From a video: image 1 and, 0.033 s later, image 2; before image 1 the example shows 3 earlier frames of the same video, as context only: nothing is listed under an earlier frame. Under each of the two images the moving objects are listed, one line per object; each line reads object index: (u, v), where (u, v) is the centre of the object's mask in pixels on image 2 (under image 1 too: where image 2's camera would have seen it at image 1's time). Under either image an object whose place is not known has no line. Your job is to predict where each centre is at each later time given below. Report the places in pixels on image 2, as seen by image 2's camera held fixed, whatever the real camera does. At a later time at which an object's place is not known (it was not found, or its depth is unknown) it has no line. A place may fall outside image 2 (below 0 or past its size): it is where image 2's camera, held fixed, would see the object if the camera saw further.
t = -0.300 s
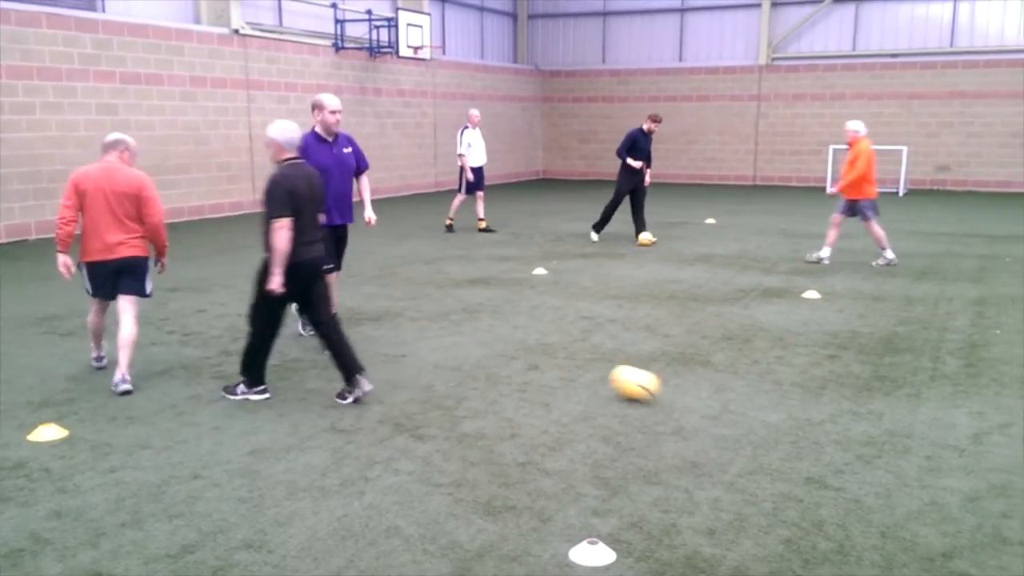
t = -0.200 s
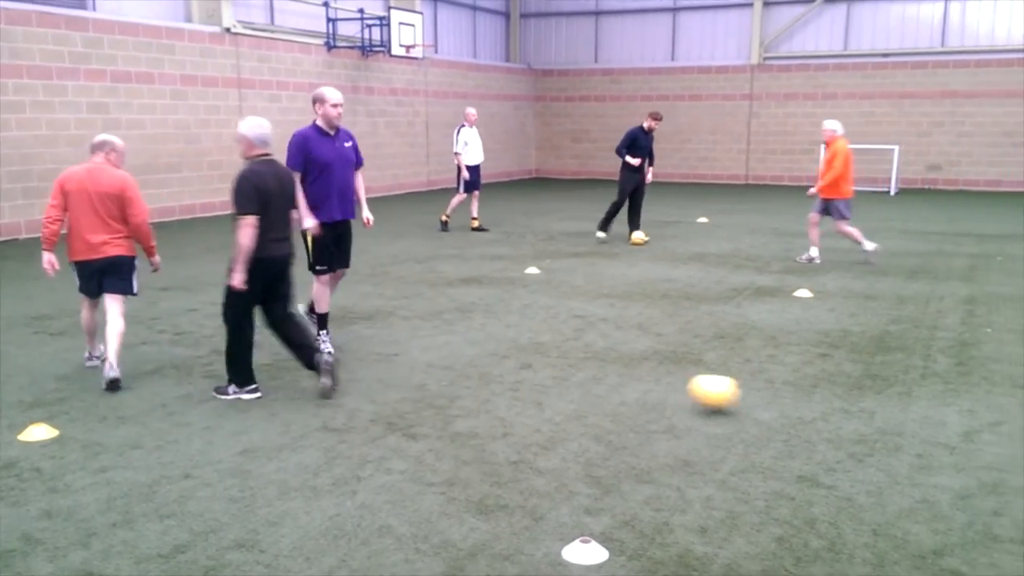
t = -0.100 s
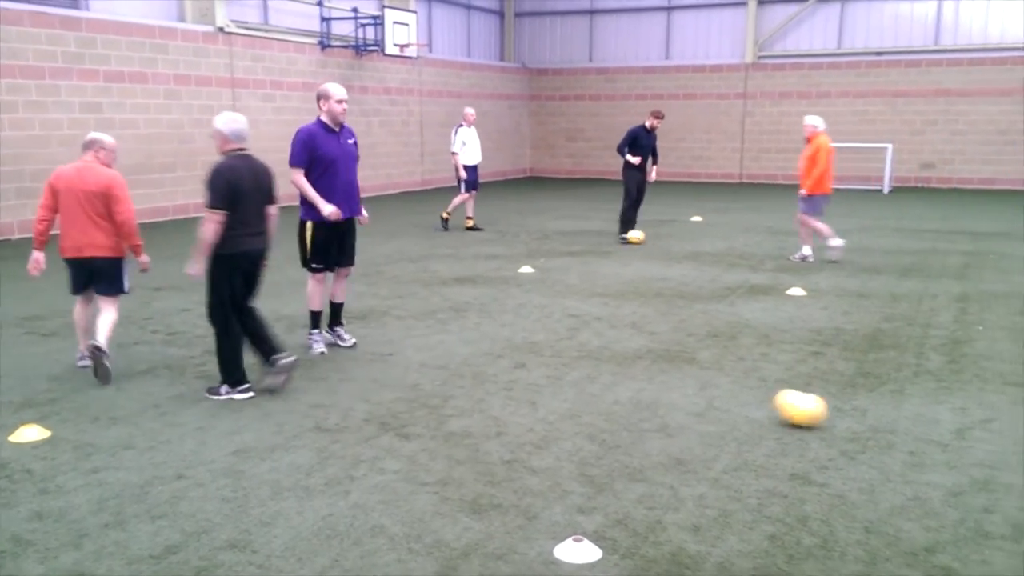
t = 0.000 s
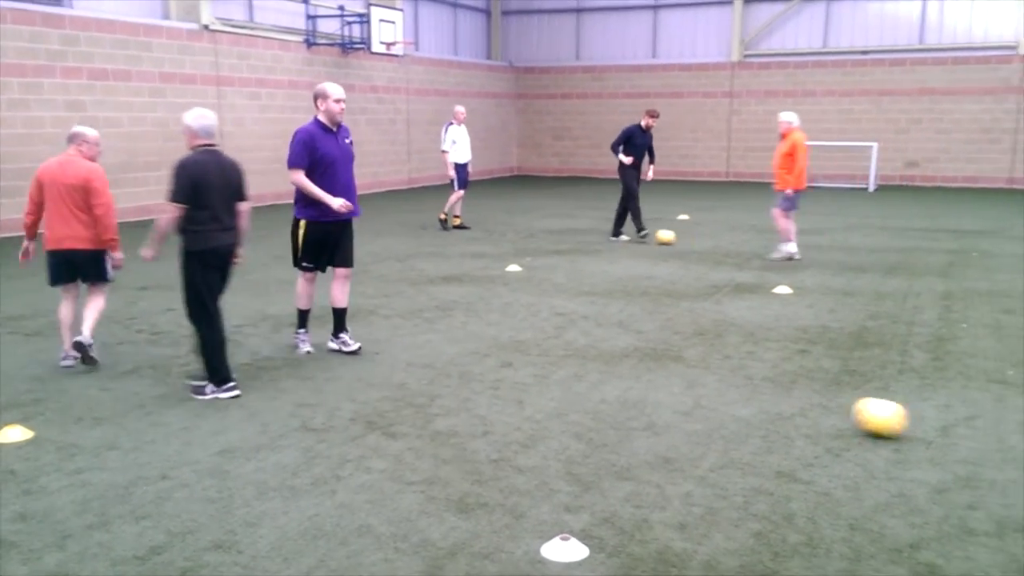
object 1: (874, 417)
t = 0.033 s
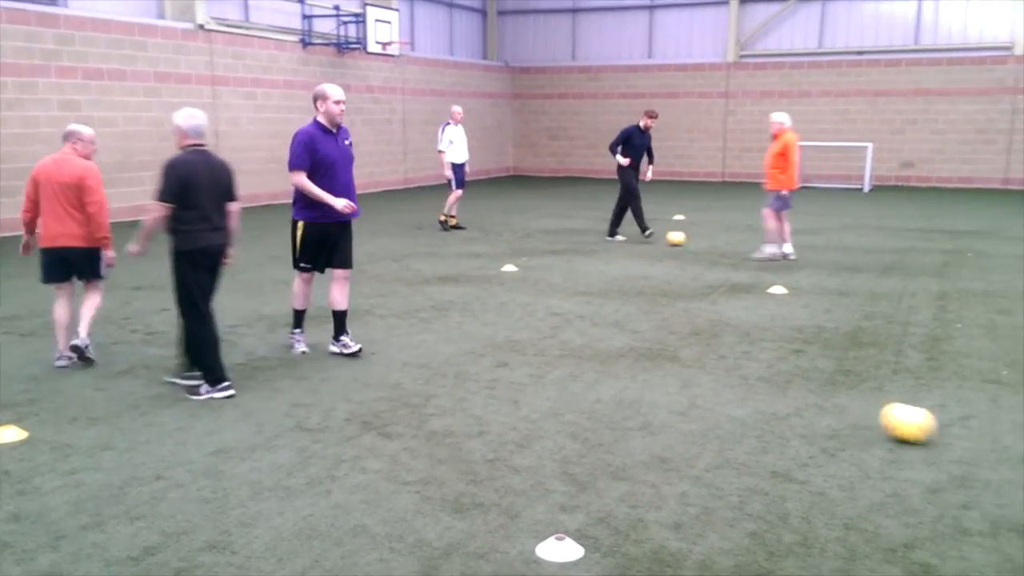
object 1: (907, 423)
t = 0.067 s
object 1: (940, 426)
